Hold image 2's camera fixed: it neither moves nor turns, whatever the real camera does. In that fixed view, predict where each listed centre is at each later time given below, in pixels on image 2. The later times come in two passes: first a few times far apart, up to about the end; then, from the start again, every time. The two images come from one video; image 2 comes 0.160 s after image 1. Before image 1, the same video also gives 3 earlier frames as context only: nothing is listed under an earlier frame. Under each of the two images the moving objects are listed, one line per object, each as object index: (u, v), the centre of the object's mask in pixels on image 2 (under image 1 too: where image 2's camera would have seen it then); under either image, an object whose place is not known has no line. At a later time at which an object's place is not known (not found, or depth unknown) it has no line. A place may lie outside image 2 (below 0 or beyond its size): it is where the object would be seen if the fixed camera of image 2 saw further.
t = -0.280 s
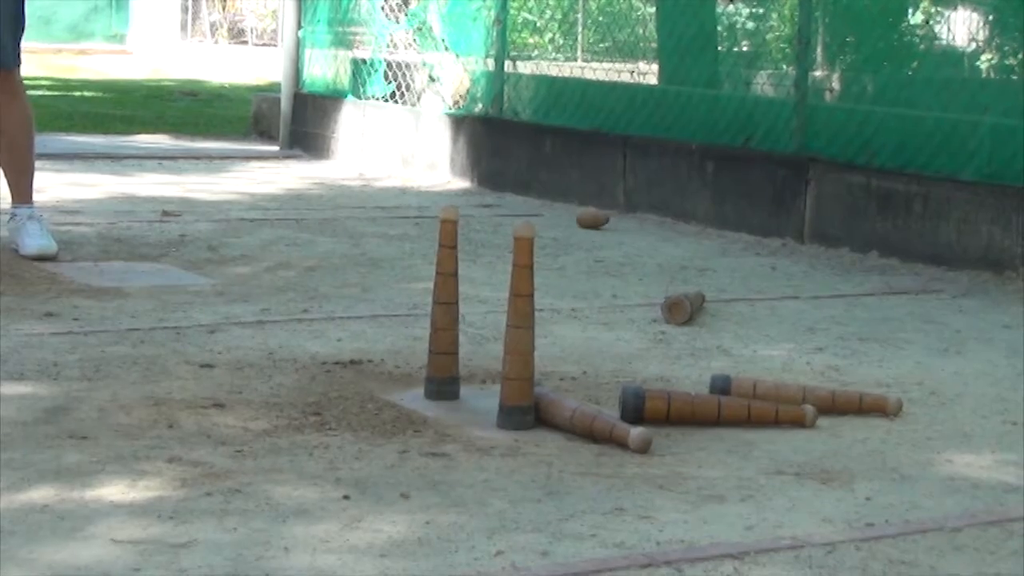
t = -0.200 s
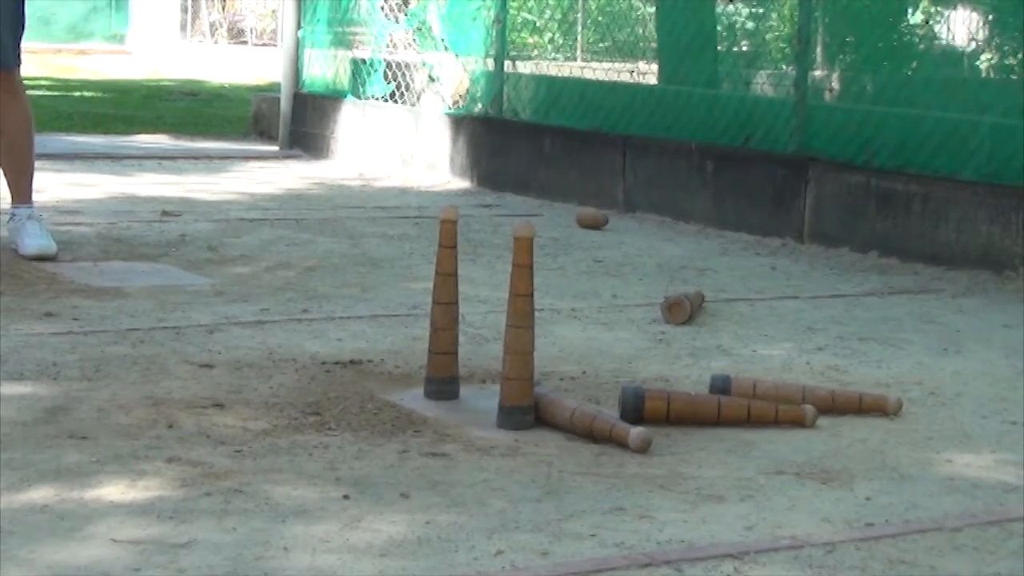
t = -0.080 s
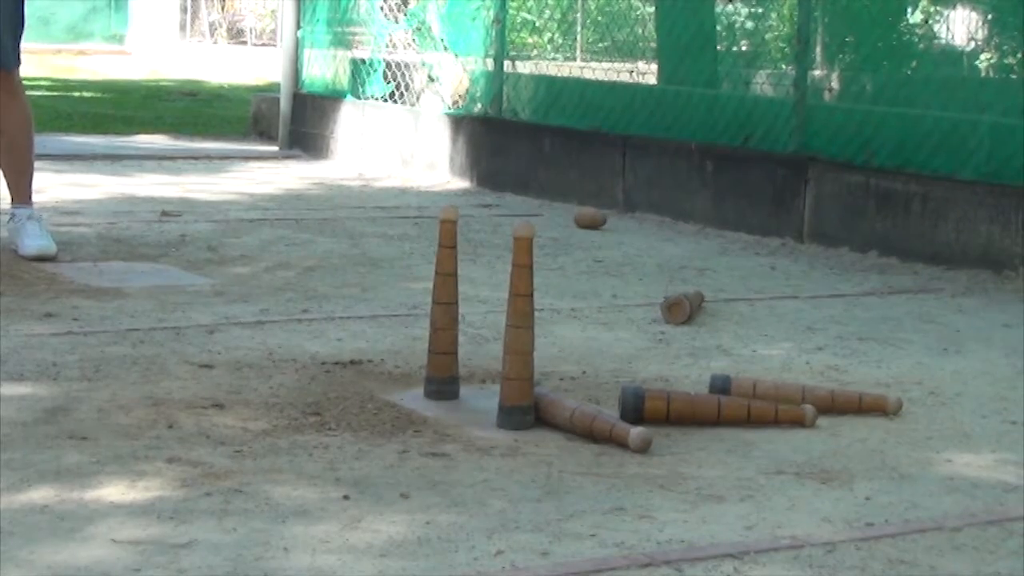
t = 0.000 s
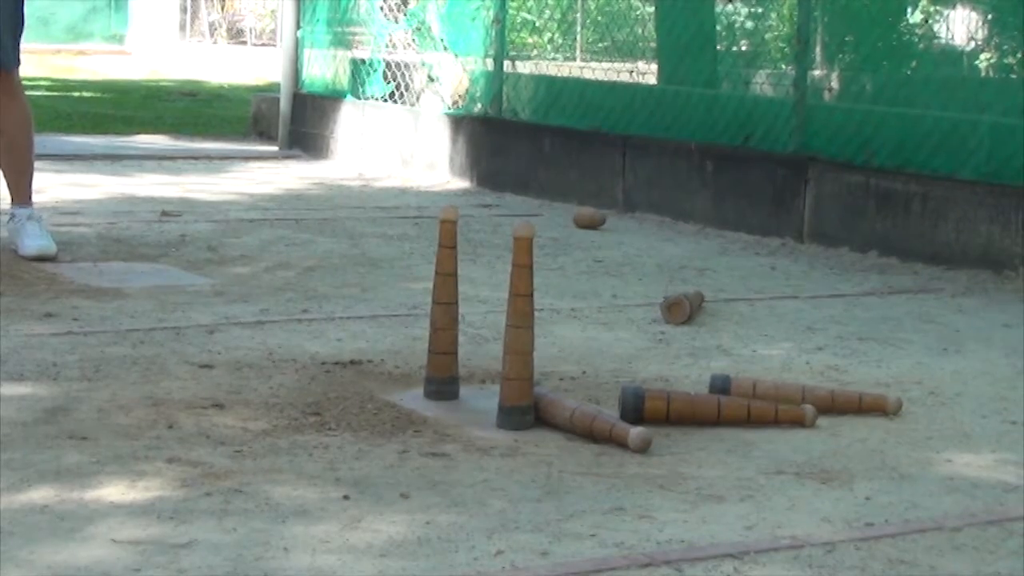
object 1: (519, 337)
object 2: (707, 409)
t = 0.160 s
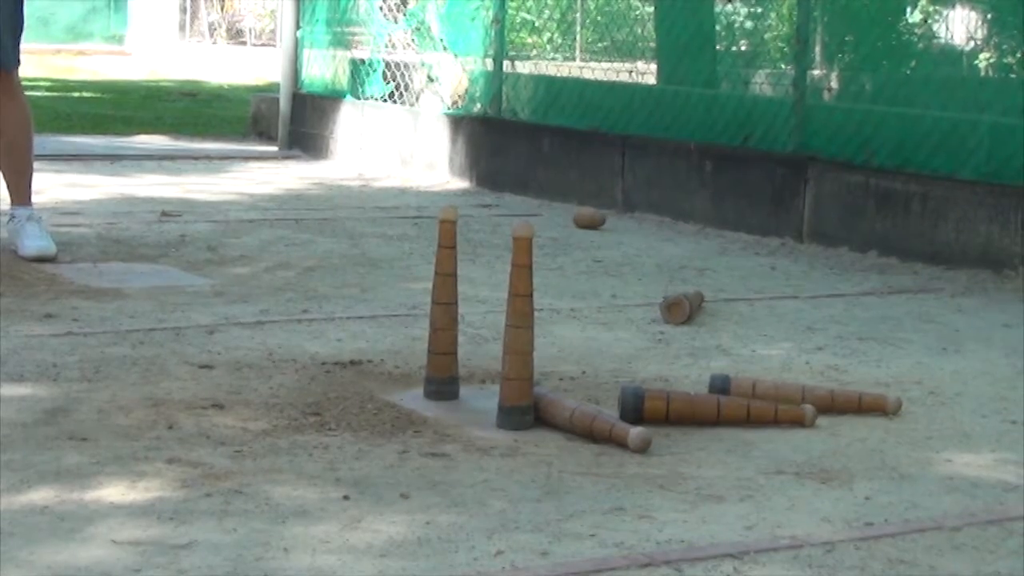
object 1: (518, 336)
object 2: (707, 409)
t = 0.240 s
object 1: (518, 337)
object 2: (707, 409)
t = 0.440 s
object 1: (550, 345)
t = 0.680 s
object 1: (570, 350)
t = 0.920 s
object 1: (602, 359)
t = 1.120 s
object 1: (649, 422)
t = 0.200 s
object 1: (518, 337)
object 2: (707, 409)
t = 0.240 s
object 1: (518, 337)
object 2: (707, 409)
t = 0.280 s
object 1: (519, 337)
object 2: (707, 409)
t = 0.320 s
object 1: (529, 340)
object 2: (710, 409)
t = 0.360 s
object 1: (539, 341)
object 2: (751, 412)
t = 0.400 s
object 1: (546, 345)
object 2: (789, 412)
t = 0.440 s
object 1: (550, 345)
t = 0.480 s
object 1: (554, 345)
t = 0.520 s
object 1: (557, 347)
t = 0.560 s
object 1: (560, 347)
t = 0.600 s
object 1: (563, 348)
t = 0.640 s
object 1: (566, 348)
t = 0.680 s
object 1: (570, 350)
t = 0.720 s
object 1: (574, 353)
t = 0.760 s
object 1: (579, 352)
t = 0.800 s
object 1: (584, 352)
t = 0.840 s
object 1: (589, 354)
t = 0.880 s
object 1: (594, 356)
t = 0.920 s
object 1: (602, 359)
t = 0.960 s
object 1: (609, 365)
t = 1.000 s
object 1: (619, 371)
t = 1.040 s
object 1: (628, 383)
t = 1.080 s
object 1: (640, 398)
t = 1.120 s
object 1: (649, 422)
